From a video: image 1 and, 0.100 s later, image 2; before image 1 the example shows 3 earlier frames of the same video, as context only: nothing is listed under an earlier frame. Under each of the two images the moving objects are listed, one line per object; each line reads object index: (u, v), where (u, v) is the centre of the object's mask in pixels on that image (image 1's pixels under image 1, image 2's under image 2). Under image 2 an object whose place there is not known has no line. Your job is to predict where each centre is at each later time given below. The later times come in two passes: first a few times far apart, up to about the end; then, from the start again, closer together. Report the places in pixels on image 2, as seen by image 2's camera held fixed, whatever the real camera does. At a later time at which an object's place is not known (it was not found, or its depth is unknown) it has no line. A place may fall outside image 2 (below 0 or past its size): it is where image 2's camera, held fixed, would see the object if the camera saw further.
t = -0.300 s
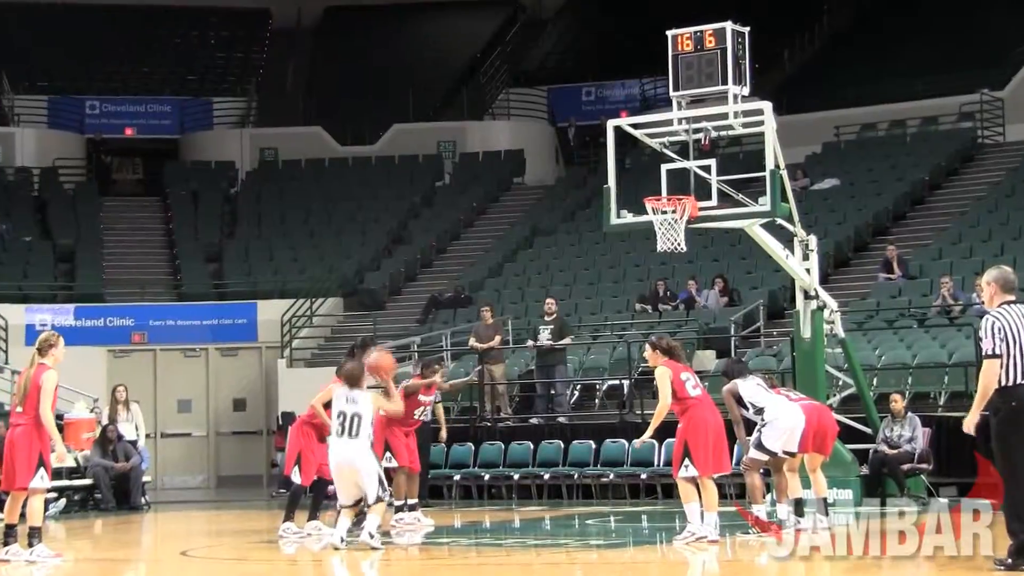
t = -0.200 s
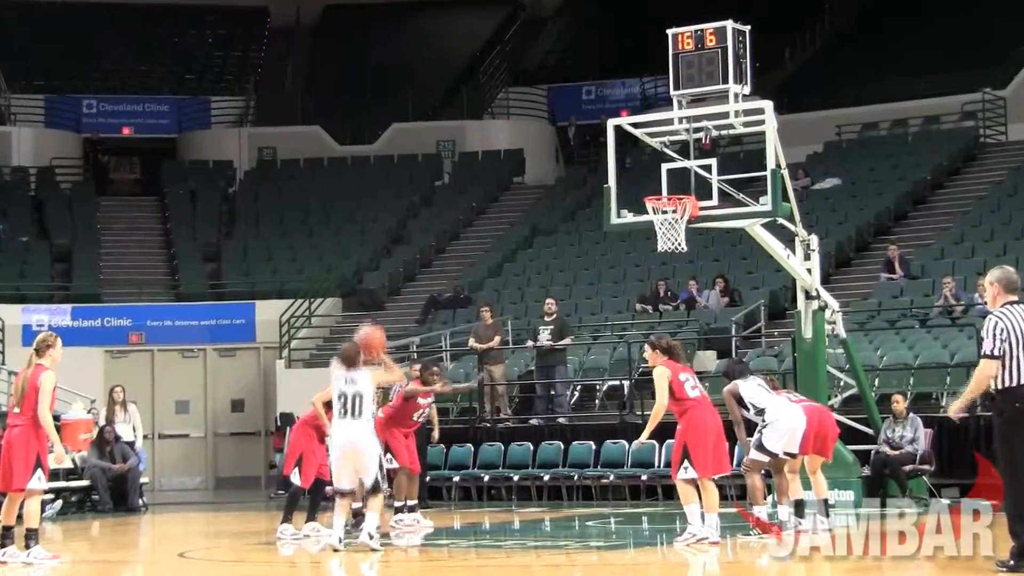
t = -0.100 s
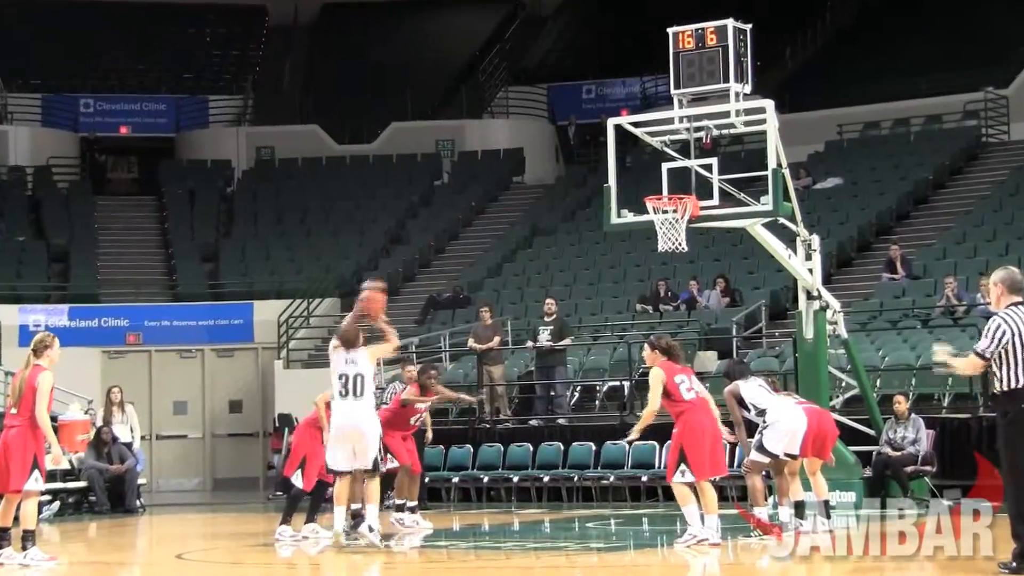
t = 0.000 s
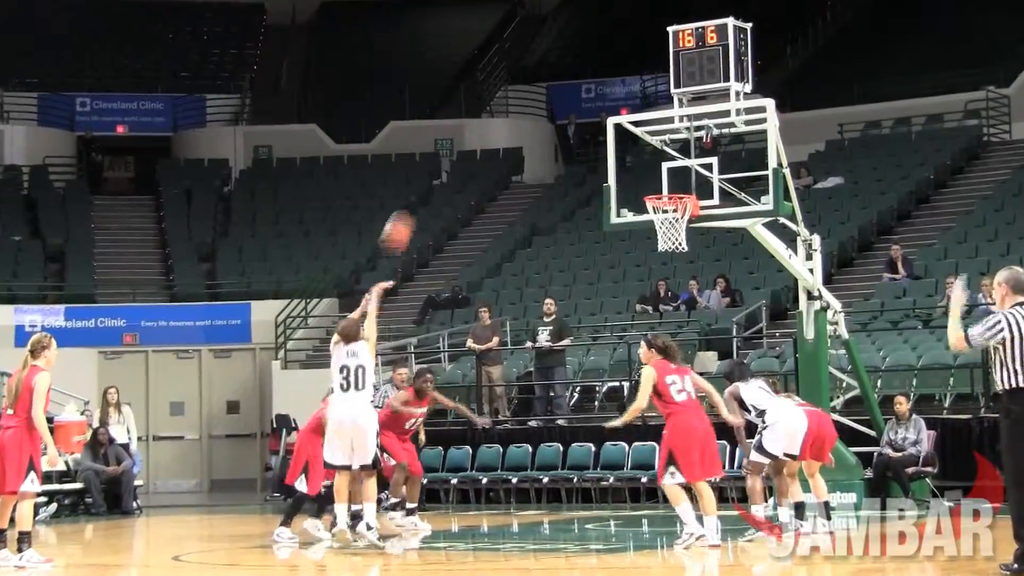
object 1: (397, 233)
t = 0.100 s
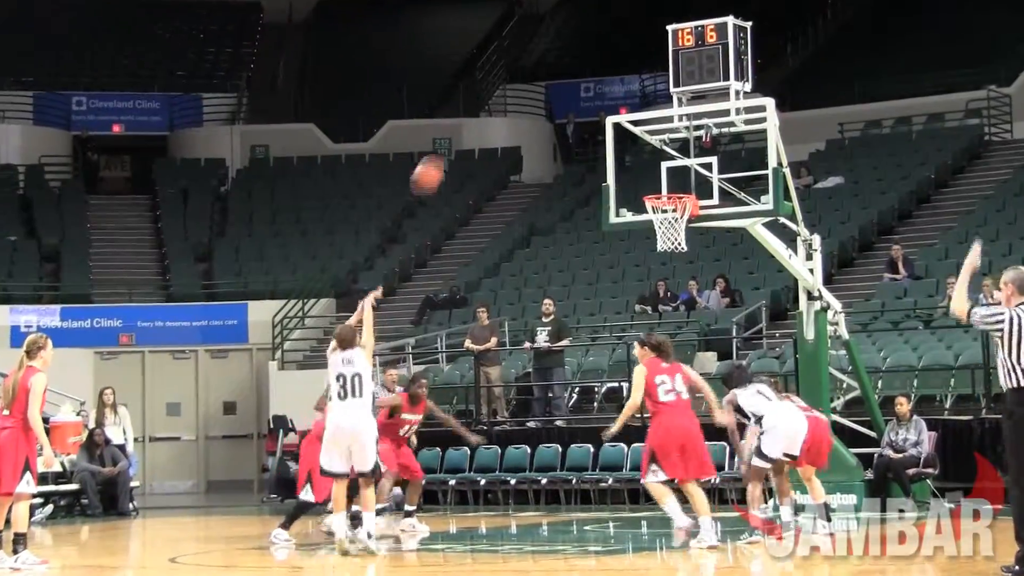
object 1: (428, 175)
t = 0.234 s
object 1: (469, 121)
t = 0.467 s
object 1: (539, 80)
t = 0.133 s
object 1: (438, 159)
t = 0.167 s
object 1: (448, 145)
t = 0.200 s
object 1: (459, 132)
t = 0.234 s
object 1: (469, 121)
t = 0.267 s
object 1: (480, 108)
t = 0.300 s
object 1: (489, 102)
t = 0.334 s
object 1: (498, 94)
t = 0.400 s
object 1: (520, 85)
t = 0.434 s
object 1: (530, 83)
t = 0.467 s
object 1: (539, 80)
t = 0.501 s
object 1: (549, 80)
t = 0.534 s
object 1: (558, 80)
